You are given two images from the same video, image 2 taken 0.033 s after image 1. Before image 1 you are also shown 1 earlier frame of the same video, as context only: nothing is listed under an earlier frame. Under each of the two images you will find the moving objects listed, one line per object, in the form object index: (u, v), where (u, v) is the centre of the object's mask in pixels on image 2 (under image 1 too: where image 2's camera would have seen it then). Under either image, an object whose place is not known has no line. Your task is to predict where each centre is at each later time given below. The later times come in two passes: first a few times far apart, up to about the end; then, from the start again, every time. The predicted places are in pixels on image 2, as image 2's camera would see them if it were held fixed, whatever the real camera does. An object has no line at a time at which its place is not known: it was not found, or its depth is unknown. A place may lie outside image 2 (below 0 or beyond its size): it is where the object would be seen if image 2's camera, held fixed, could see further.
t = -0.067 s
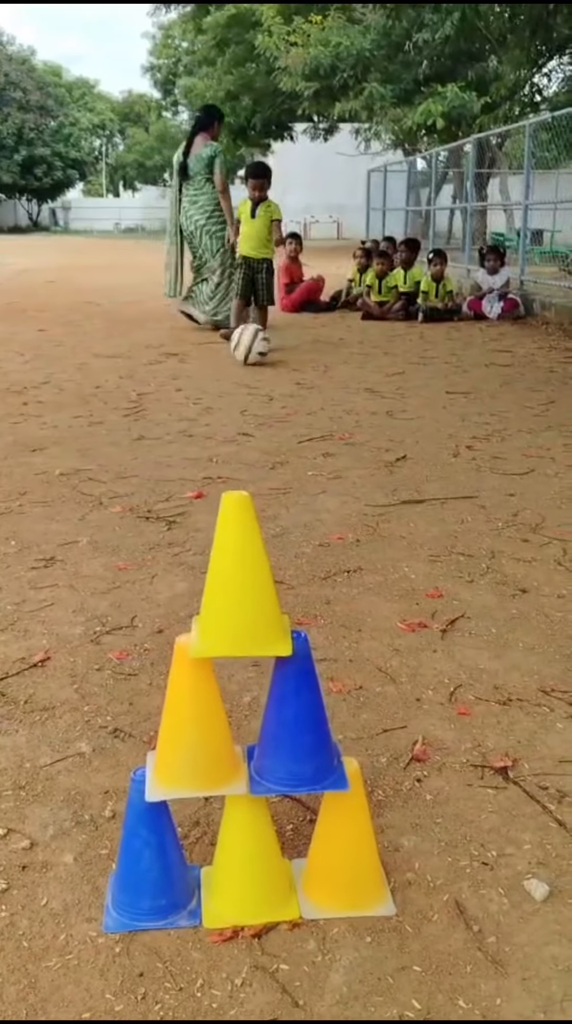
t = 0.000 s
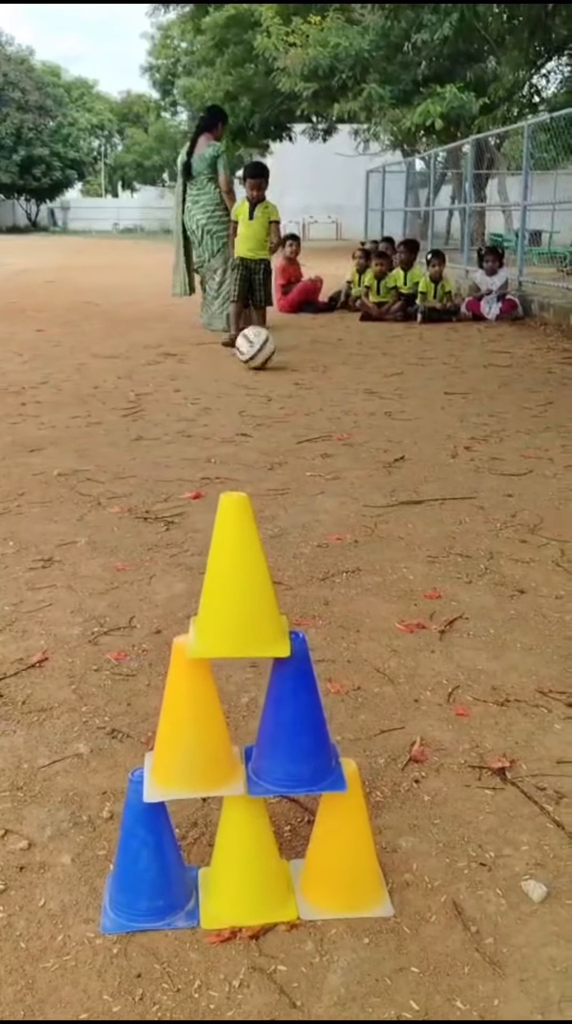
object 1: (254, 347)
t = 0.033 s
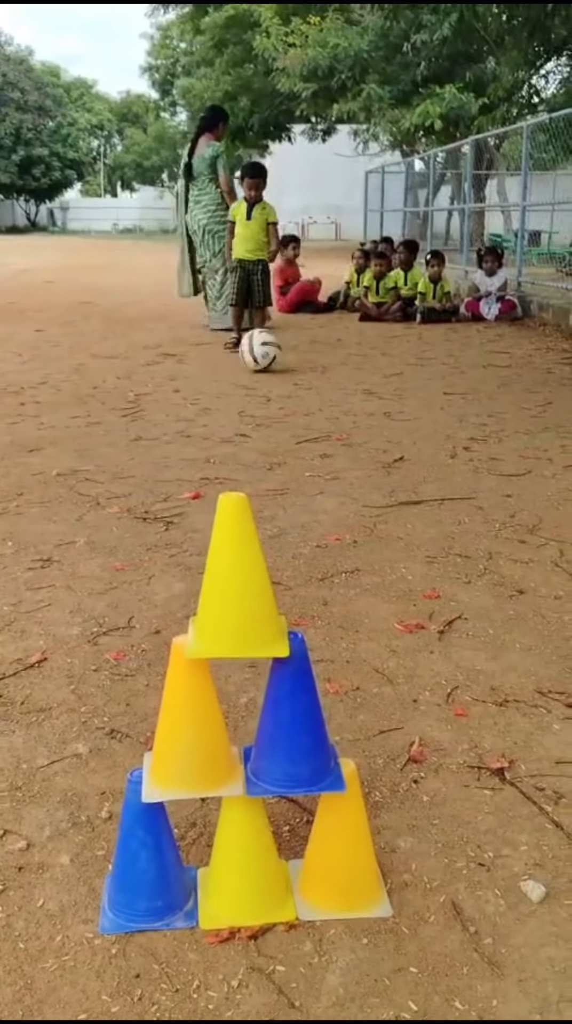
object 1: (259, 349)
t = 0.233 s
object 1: (281, 359)
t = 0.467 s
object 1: (309, 373)
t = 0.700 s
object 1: (342, 384)
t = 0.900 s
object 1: (374, 398)
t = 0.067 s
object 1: (262, 352)
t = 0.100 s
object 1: (265, 352)
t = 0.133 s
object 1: (270, 354)
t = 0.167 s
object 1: (272, 356)
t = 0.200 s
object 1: (278, 358)
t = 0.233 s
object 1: (281, 359)
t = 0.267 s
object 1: (287, 362)
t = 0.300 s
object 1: (289, 363)
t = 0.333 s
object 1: (292, 365)
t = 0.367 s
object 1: (298, 367)
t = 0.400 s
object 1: (300, 368)
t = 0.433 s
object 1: (306, 371)
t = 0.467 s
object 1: (309, 373)
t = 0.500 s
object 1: (316, 375)
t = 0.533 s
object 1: (319, 376)
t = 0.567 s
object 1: (322, 377)
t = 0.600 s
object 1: (329, 379)
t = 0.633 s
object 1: (332, 382)
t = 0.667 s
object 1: (338, 384)
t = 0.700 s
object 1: (342, 384)
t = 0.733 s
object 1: (349, 387)
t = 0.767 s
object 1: (352, 390)
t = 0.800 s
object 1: (356, 391)
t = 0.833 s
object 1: (363, 394)
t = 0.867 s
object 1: (367, 395)
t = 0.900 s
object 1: (374, 398)
